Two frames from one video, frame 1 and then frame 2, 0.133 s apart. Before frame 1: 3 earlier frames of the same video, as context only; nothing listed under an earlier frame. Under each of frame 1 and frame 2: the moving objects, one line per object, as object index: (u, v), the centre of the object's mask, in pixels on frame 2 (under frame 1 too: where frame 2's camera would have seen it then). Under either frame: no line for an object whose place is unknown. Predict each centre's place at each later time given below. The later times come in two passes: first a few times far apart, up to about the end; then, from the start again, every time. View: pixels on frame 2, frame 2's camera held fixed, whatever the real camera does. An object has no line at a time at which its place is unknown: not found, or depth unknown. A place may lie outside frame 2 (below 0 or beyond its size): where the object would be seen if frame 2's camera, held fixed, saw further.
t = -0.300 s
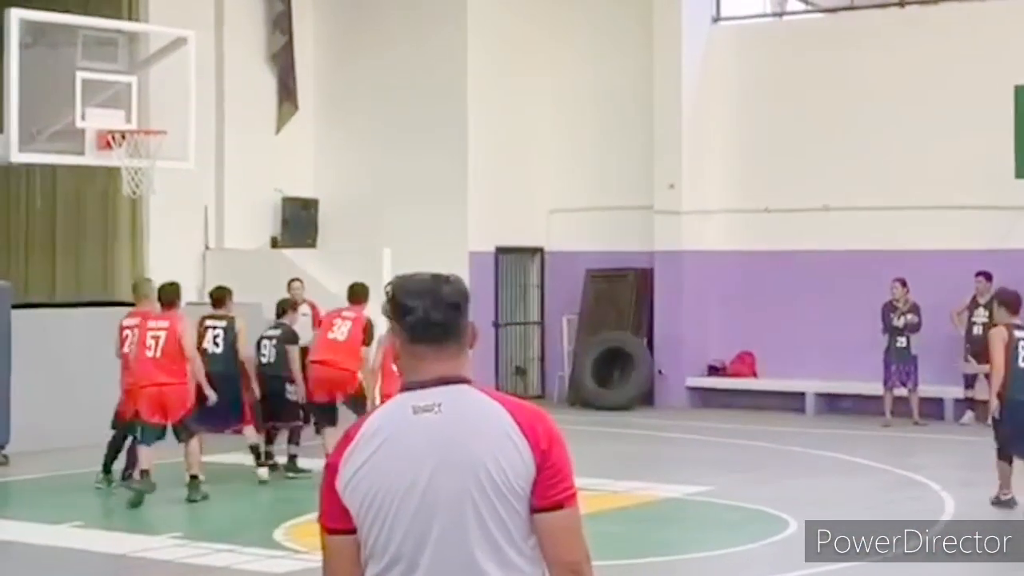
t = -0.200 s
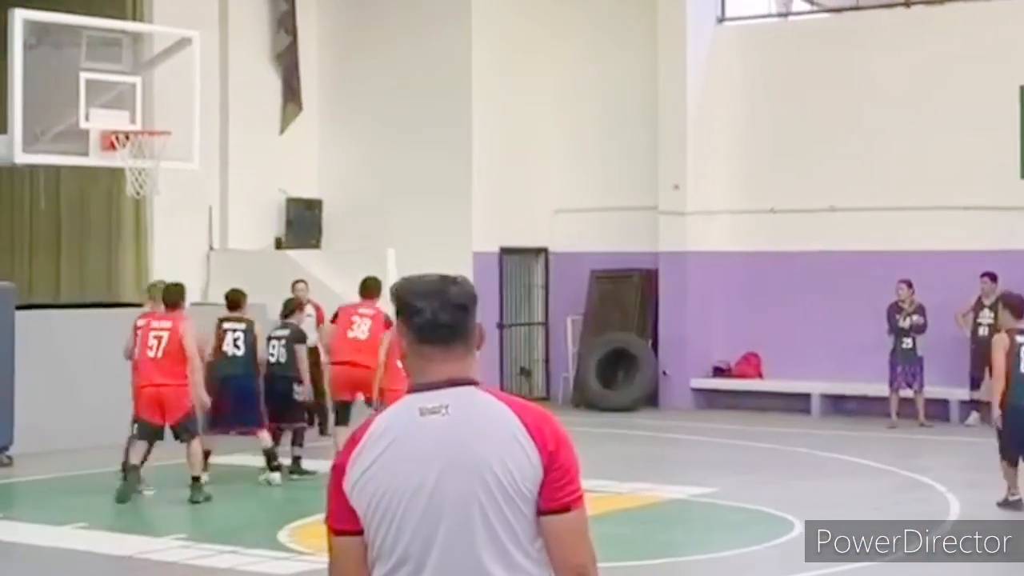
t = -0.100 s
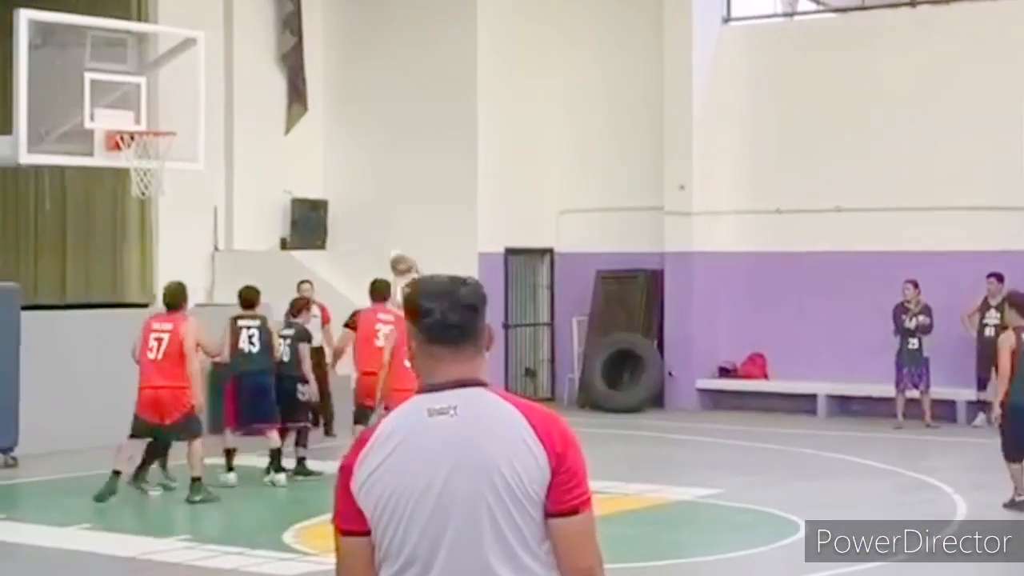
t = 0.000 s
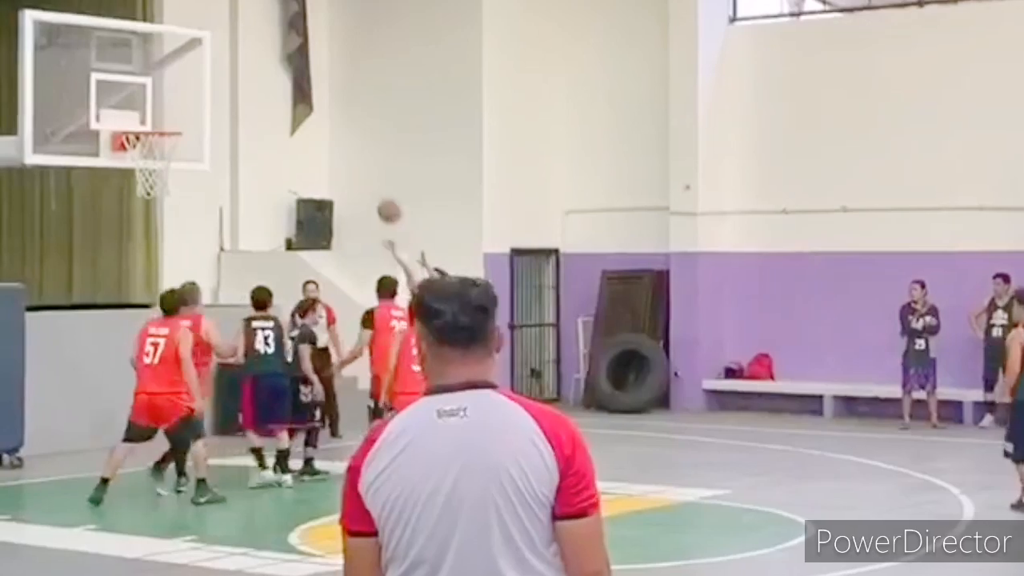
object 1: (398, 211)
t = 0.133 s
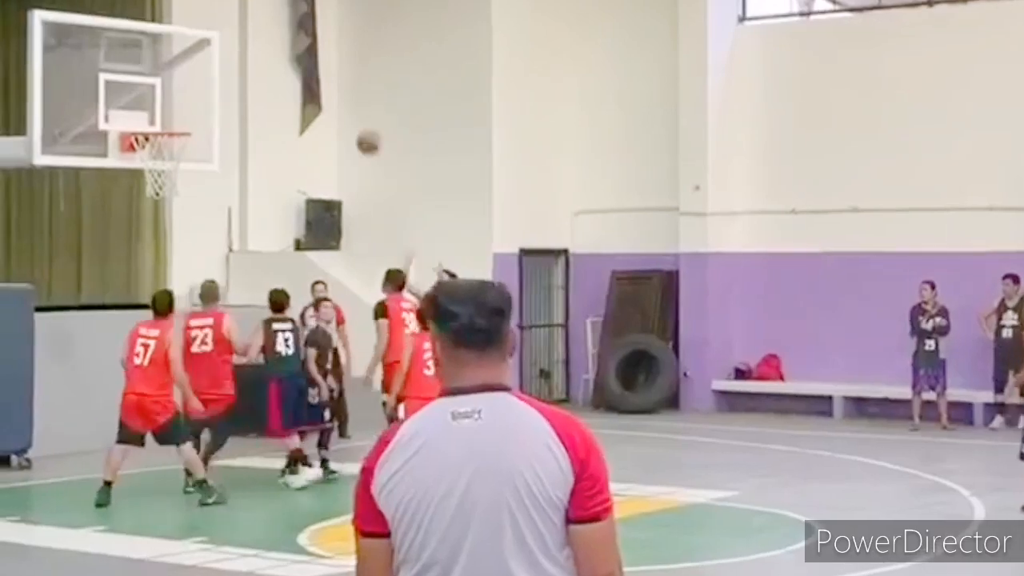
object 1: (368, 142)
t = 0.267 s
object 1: (339, 90)
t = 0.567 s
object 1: (269, 36)
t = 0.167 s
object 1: (360, 128)
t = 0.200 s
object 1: (354, 114)
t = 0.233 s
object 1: (346, 102)
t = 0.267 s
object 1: (339, 90)
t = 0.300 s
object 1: (332, 80)
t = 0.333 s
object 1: (325, 71)
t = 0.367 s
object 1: (319, 62)
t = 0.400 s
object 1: (309, 54)
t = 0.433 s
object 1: (301, 49)
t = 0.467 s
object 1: (295, 45)
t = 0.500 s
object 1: (284, 40)
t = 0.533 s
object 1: (277, 37)
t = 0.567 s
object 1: (269, 36)
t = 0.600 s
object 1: (259, 35)
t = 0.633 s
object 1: (250, 36)
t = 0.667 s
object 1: (241, 38)
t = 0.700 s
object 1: (231, 41)
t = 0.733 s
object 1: (220, 47)
